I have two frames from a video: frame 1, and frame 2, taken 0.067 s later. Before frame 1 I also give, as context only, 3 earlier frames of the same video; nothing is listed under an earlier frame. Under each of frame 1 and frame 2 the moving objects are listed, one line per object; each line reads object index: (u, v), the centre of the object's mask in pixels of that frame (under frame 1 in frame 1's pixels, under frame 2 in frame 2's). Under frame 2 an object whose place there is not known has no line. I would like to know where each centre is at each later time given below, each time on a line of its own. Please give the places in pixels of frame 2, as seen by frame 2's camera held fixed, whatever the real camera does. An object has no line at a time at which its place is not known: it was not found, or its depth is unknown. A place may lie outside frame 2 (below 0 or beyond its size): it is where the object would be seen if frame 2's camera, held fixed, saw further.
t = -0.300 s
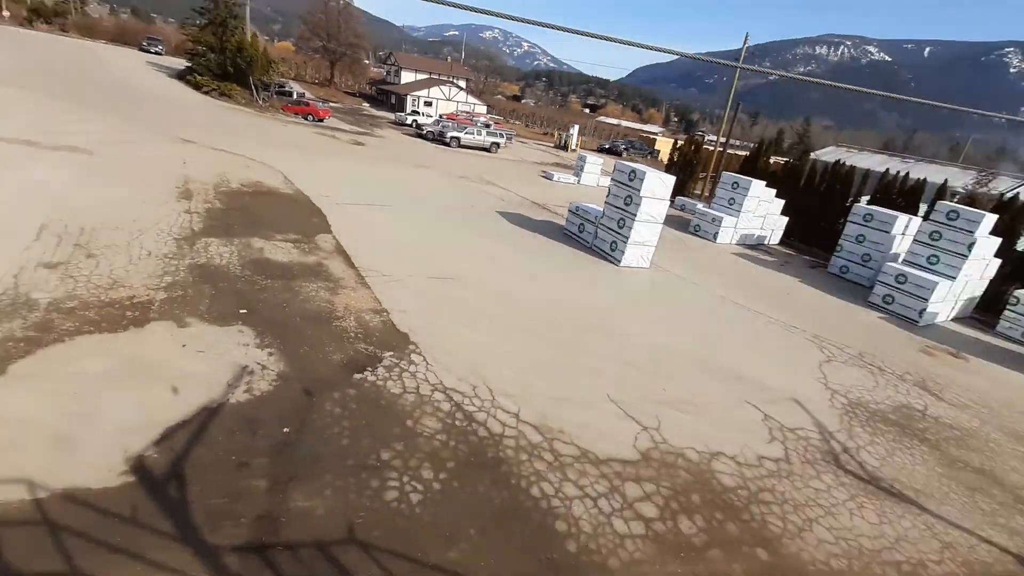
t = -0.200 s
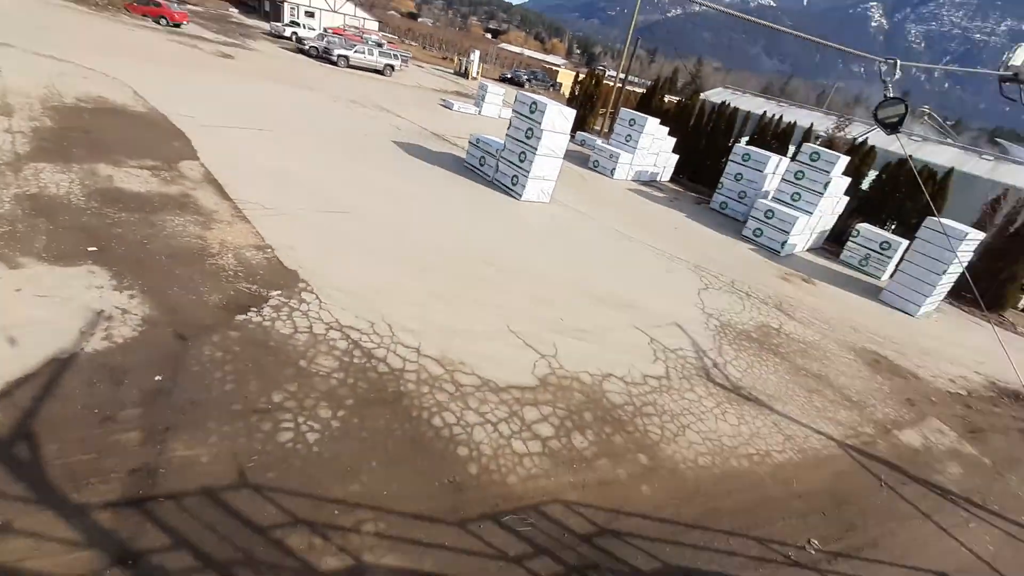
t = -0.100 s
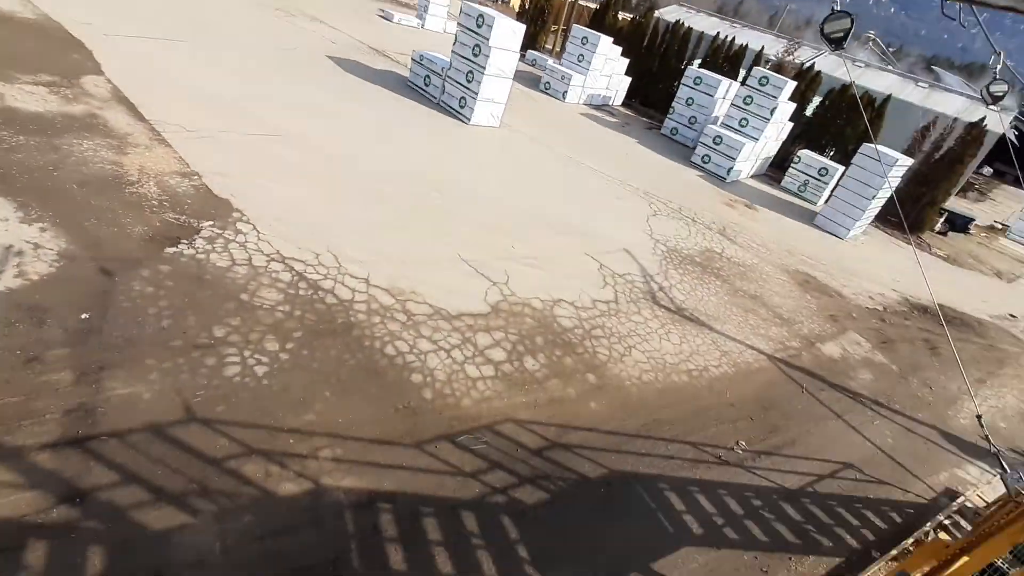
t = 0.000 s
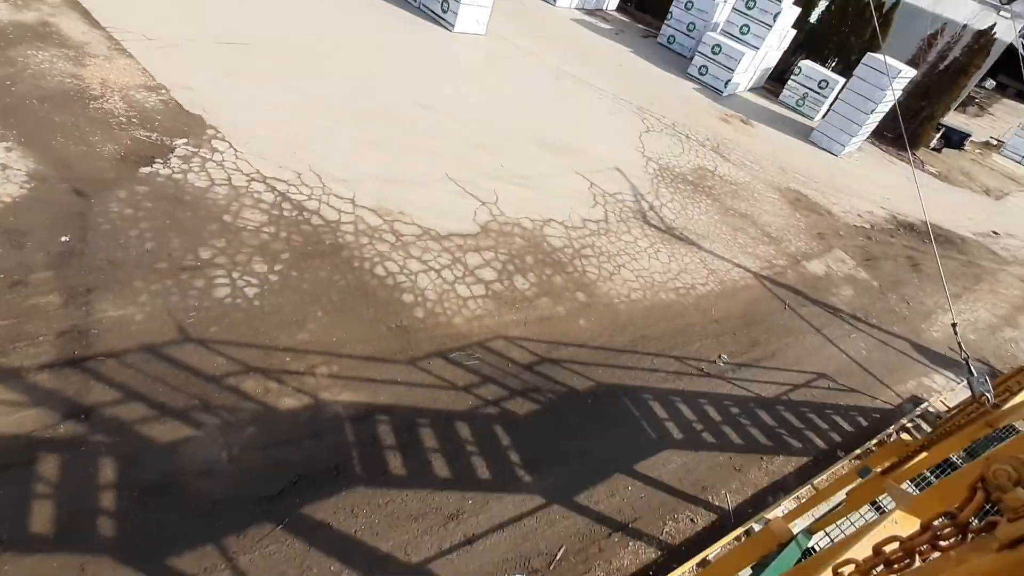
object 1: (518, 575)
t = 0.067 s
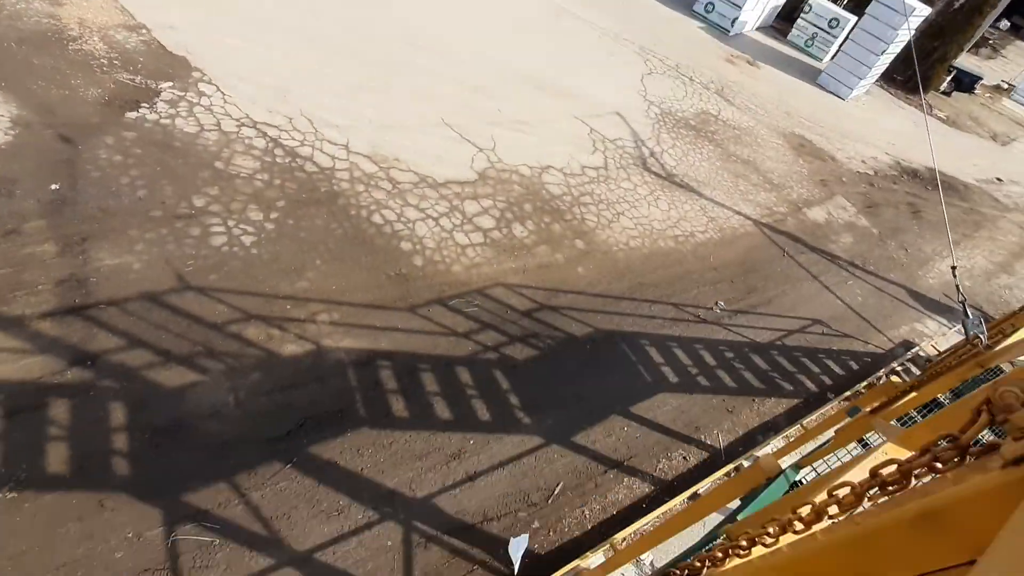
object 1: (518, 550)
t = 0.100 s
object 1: (517, 562)
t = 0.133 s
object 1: (516, 572)
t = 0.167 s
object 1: (514, 578)
